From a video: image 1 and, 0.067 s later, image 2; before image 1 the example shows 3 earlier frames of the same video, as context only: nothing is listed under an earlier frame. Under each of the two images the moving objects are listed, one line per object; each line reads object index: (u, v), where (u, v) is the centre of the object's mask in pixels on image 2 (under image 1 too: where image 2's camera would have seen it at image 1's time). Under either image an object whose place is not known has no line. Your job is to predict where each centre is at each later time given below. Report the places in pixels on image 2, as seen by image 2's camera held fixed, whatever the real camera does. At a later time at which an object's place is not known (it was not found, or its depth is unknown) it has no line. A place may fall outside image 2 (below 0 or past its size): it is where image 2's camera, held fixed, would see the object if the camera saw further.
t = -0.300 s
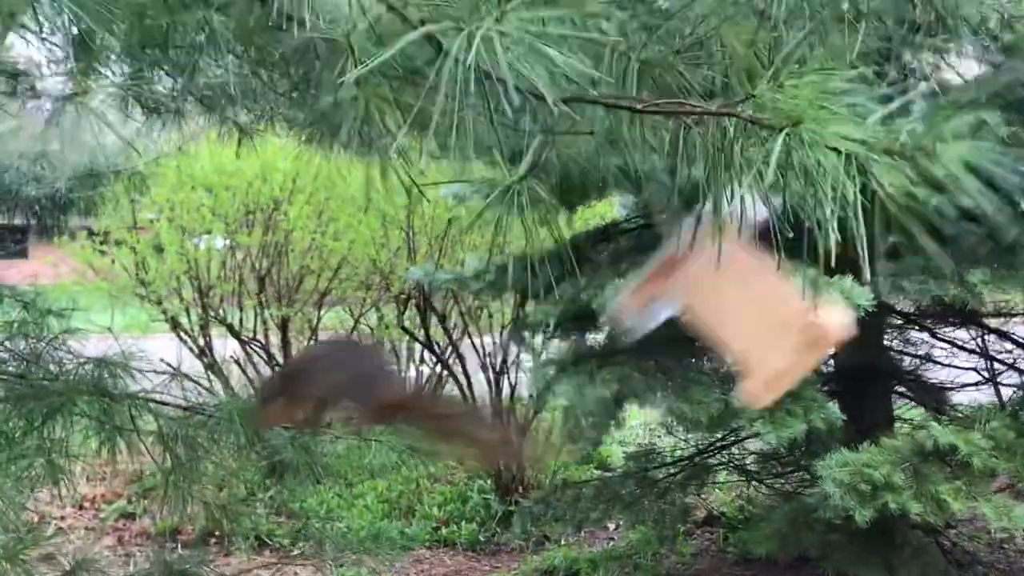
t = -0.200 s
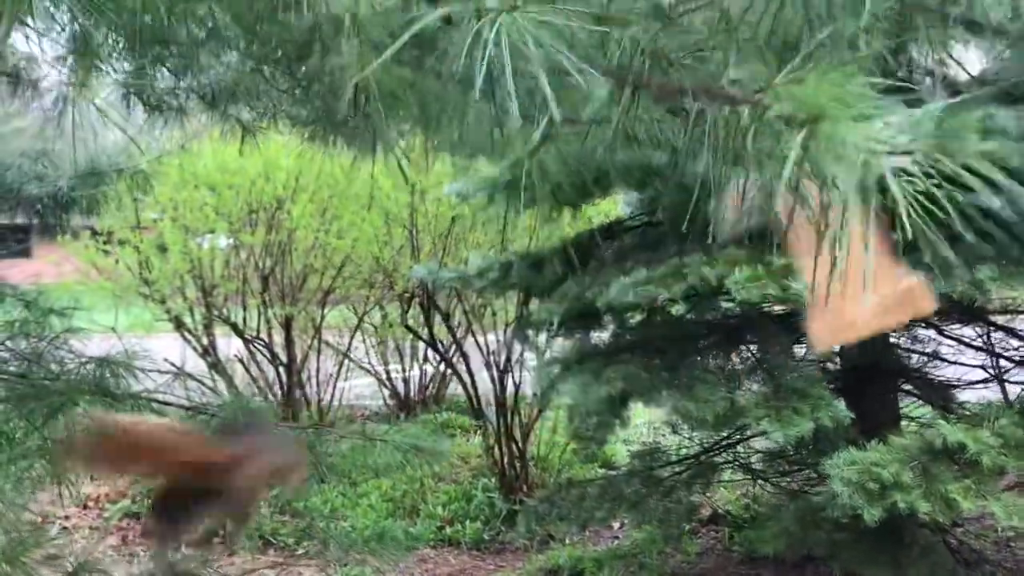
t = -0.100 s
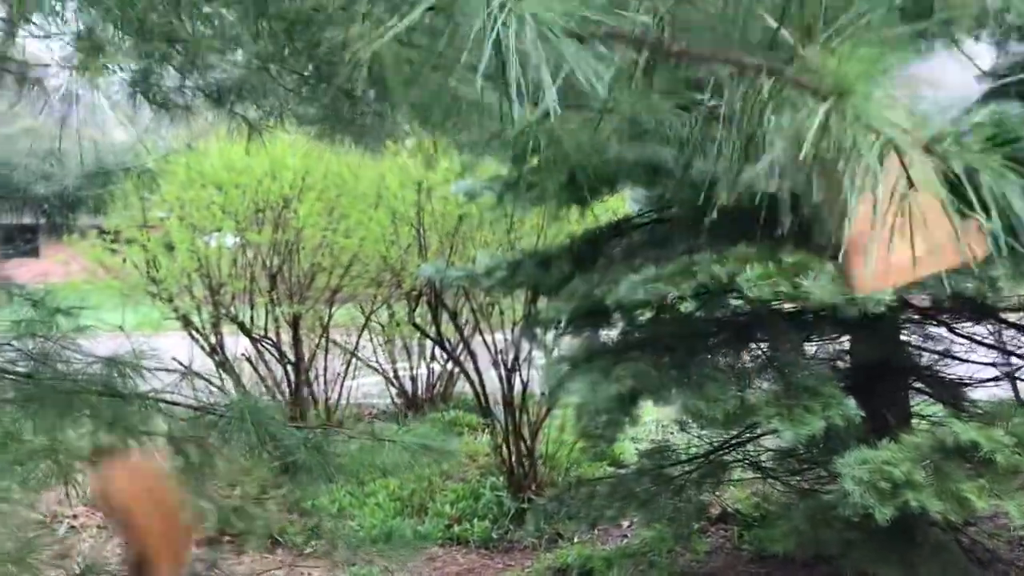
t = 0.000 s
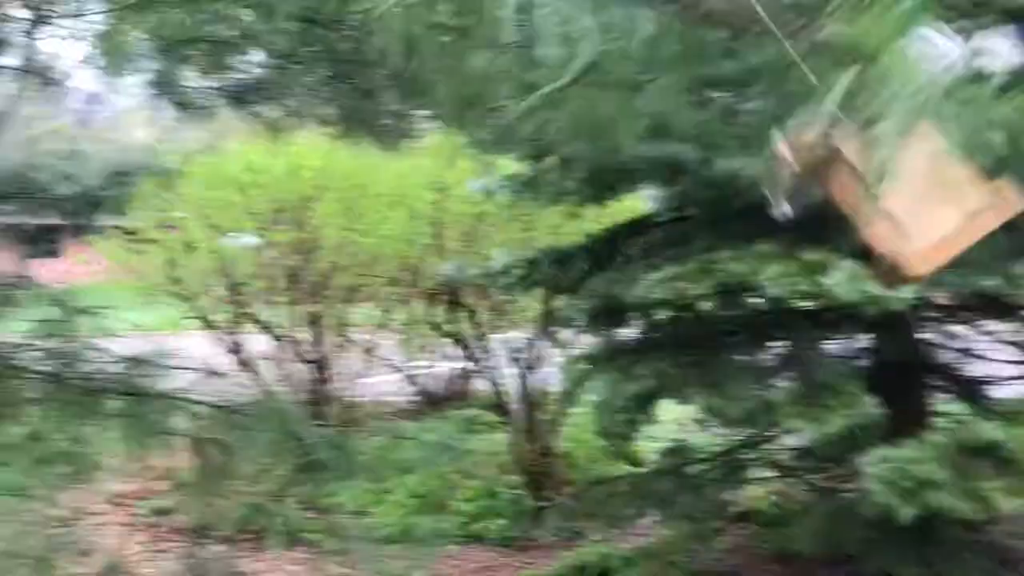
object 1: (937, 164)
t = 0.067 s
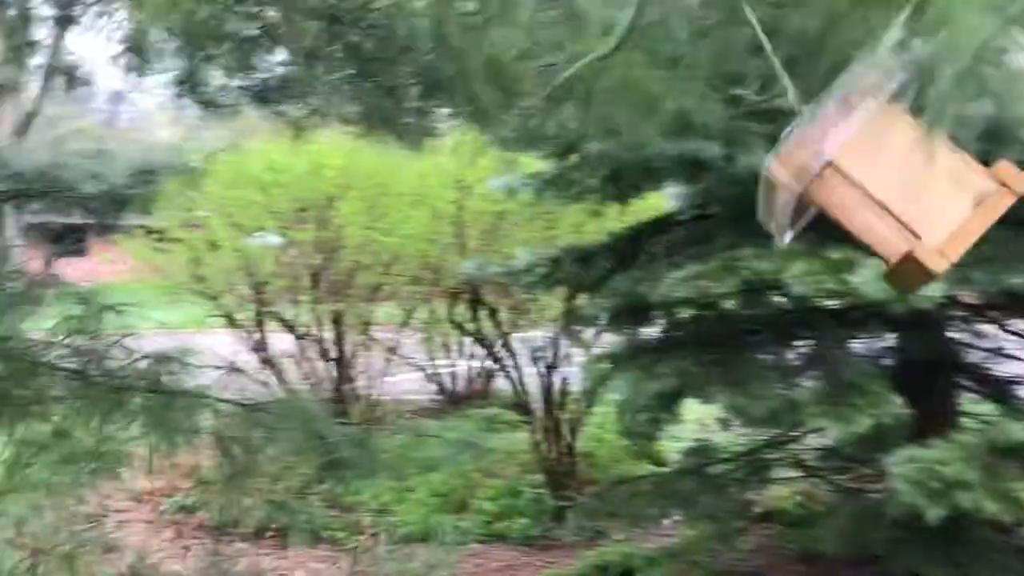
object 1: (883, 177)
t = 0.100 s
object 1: (861, 177)
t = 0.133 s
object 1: (835, 185)
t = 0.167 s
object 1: (808, 196)
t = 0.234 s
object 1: (748, 222)
